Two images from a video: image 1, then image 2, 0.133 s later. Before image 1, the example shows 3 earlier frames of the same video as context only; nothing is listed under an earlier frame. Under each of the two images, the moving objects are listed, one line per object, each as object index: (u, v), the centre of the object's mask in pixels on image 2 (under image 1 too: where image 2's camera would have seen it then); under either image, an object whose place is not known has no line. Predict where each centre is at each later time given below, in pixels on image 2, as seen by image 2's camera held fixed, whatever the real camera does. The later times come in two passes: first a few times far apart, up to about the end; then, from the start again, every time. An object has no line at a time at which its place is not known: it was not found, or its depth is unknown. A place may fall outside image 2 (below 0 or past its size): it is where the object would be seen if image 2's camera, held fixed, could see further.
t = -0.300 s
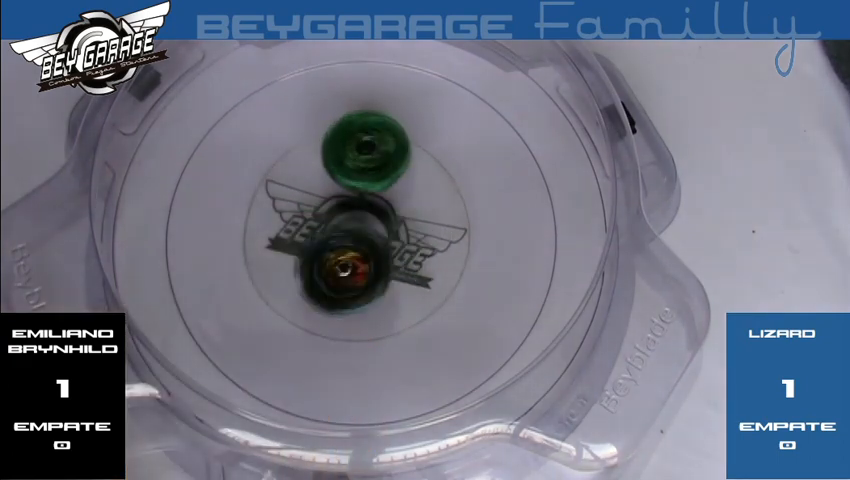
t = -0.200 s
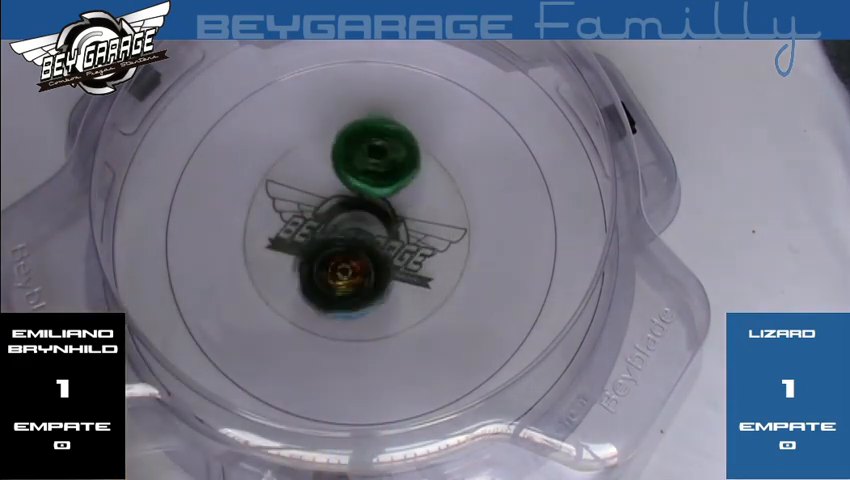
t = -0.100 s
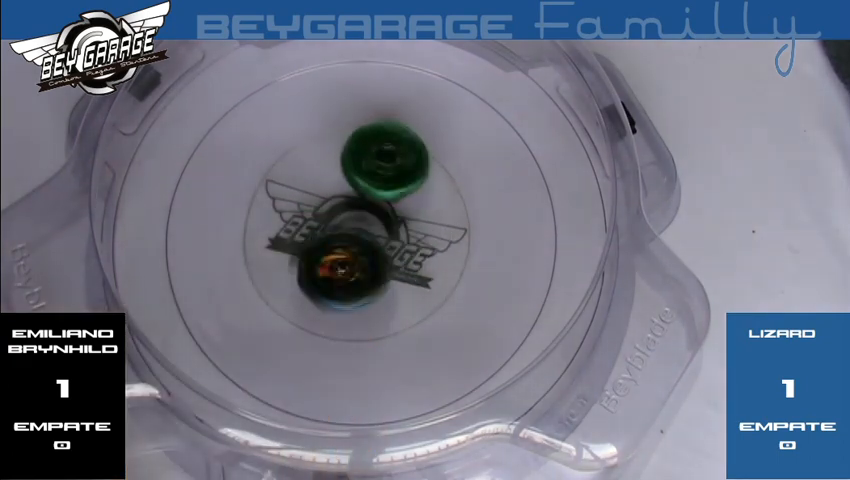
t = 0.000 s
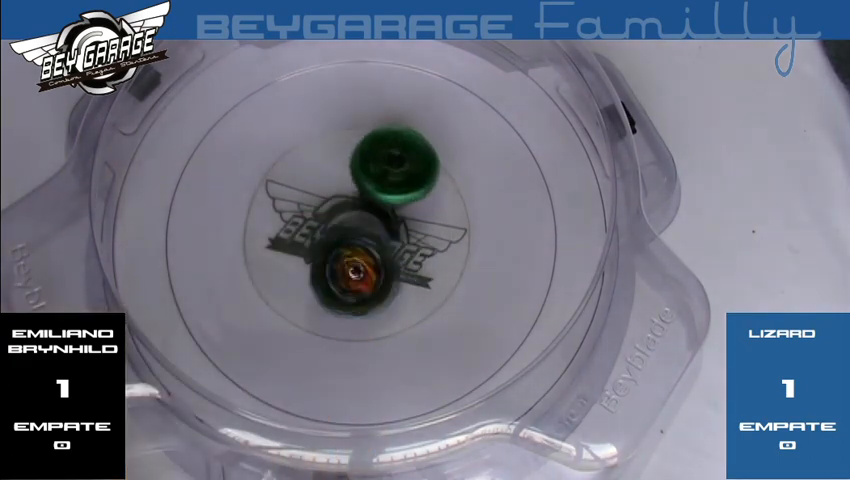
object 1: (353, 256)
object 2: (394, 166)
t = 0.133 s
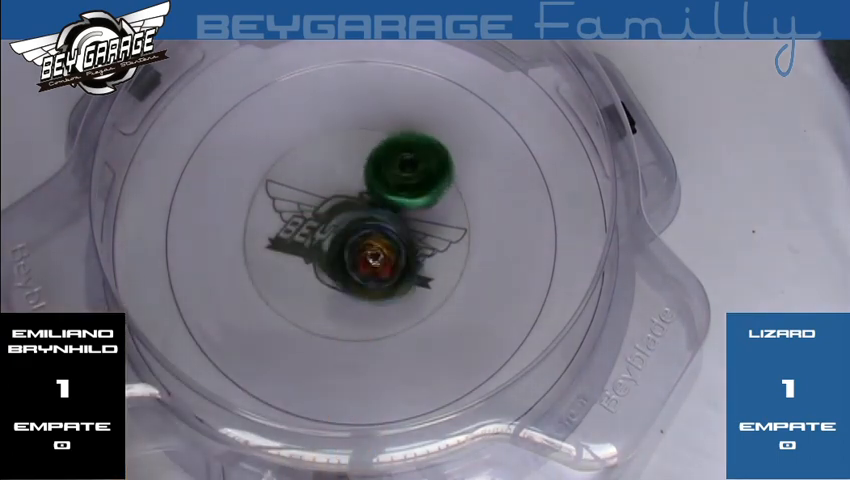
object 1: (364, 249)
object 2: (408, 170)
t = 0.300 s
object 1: (367, 248)
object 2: (416, 176)
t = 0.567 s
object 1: (357, 255)
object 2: (413, 189)
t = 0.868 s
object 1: (349, 246)
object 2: (436, 187)
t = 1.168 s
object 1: (354, 243)
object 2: (426, 198)
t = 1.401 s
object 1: (334, 250)
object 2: (411, 193)
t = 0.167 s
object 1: (365, 251)
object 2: (409, 171)
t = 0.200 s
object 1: (365, 253)
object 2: (409, 174)
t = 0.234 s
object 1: (365, 251)
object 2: (413, 175)
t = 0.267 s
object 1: (366, 250)
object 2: (415, 176)
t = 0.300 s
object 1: (367, 248)
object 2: (416, 176)
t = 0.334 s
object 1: (368, 248)
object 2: (416, 176)
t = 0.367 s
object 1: (369, 250)
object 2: (414, 175)
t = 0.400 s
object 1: (365, 254)
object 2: (411, 176)
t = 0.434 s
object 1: (361, 256)
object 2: (410, 179)
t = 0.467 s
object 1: (360, 255)
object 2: (412, 183)
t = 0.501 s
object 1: (357, 253)
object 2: (413, 185)
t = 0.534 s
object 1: (358, 254)
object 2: (414, 187)
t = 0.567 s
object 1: (357, 255)
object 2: (413, 189)
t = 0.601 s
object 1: (355, 253)
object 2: (411, 191)
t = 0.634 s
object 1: (354, 254)
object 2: (410, 197)
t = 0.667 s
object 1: (353, 252)
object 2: (415, 197)
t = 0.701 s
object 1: (351, 251)
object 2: (419, 194)
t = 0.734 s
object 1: (350, 249)
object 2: (421, 194)
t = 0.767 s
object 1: (350, 248)
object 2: (419, 194)
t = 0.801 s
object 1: (353, 246)
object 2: (419, 196)
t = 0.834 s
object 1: (353, 246)
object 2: (428, 191)
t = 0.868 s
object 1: (349, 246)
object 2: (436, 187)
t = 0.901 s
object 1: (348, 242)
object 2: (442, 183)
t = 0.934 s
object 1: (349, 239)
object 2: (445, 181)
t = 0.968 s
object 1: (353, 239)
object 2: (445, 181)
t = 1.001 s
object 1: (357, 241)
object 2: (443, 181)
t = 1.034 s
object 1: (360, 242)
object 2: (439, 181)
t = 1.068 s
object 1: (358, 243)
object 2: (434, 185)
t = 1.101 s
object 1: (358, 244)
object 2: (431, 190)
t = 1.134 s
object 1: (354, 244)
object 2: (428, 196)
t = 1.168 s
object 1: (354, 243)
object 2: (426, 198)
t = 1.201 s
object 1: (350, 243)
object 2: (424, 199)
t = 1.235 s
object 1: (350, 242)
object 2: (423, 199)
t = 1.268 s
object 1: (348, 243)
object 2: (420, 199)
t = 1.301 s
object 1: (346, 243)
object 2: (418, 197)
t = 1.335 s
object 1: (344, 244)
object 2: (415, 196)
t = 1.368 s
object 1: (341, 246)
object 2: (412, 195)
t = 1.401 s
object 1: (334, 250)
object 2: (411, 193)
